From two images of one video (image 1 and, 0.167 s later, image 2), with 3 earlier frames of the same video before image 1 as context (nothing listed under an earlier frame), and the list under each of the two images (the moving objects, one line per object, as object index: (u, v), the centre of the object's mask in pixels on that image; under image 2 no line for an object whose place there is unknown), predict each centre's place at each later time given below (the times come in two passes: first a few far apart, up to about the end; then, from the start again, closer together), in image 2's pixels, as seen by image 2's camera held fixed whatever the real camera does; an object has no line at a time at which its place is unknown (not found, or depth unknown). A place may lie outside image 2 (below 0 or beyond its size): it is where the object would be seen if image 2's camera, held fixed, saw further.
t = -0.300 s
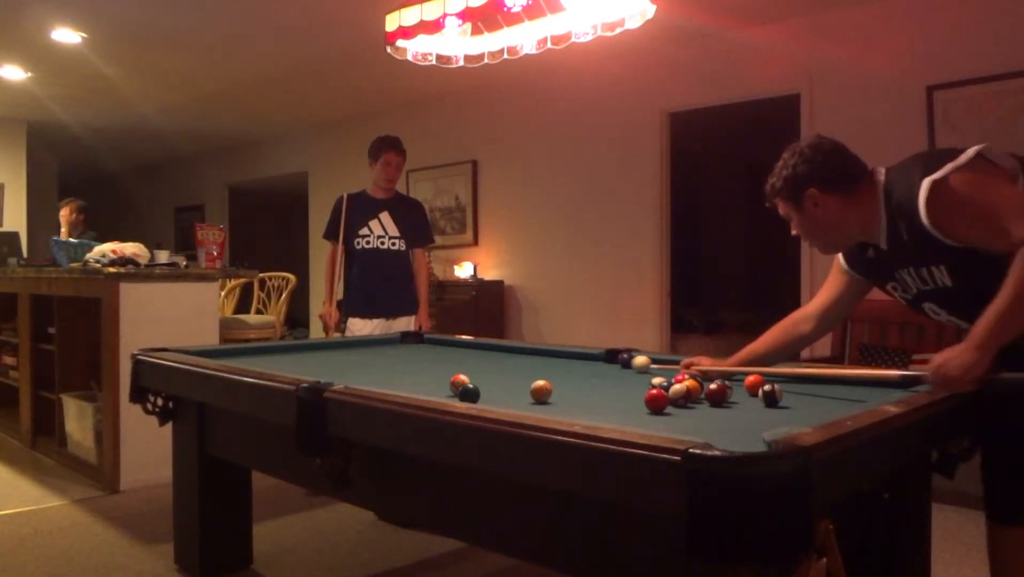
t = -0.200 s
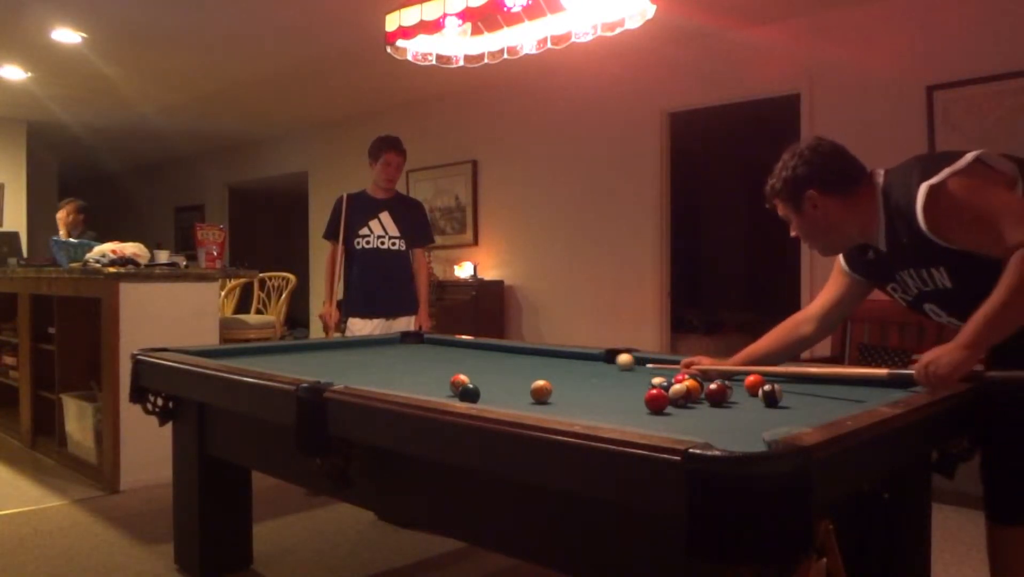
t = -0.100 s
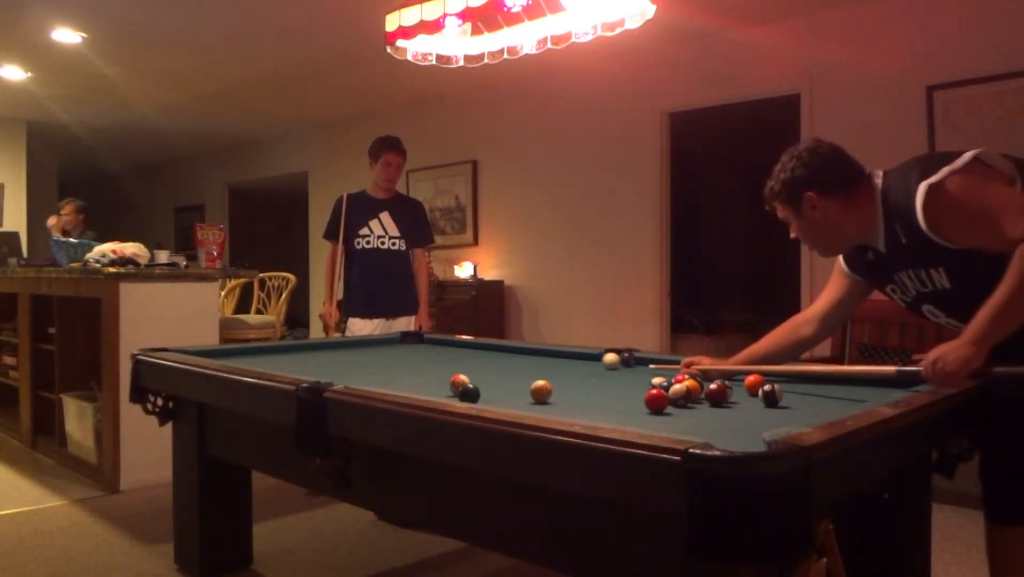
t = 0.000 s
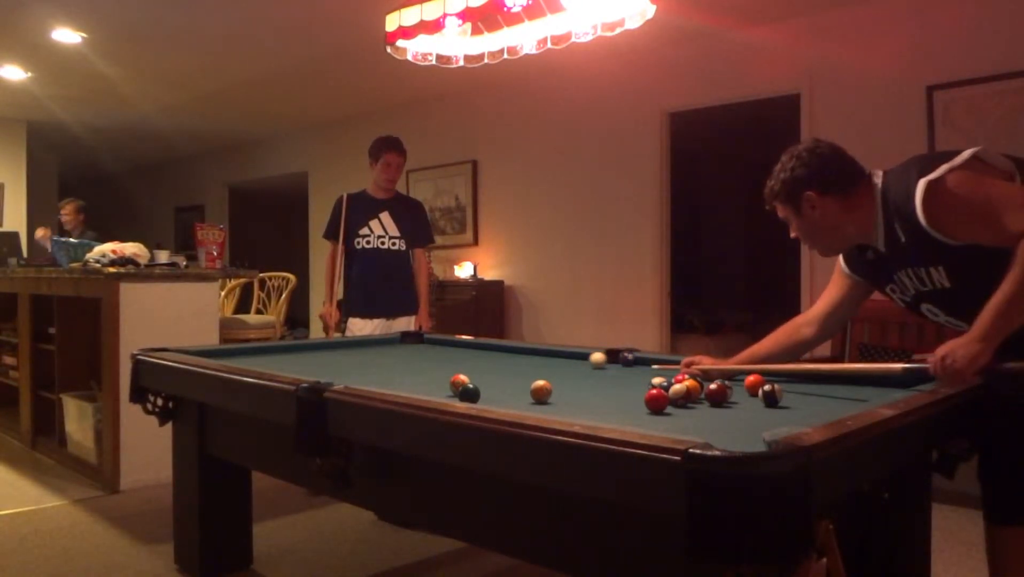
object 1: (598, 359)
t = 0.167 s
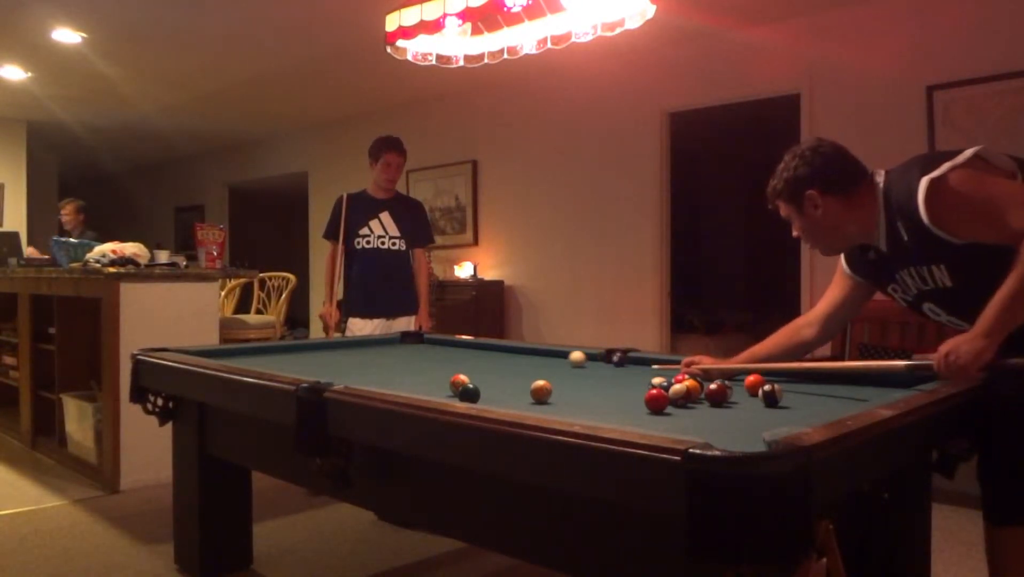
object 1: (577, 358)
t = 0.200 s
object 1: (573, 357)
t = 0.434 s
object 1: (547, 356)
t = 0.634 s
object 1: (526, 355)
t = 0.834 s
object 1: (507, 354)
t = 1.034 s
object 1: (490, 353)
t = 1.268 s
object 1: (472, 353)
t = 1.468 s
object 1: (459, 352)
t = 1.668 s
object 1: (448, 351)
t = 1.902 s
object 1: (437, 351)
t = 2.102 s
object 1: (429, 350)
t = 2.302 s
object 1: (423, 350)
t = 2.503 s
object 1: (418, 350)
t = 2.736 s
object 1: (414, 350)
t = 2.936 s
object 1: (413, 350)
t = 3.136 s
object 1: (413, 350)
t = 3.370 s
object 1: (414, 350)
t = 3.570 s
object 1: (414, 350)
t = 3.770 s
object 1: (414, 350)
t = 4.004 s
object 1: (414, 350)
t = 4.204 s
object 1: (415, 350)
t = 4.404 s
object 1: (415, 350)
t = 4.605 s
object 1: (415, 350)
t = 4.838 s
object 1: (415, 350)
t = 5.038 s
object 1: (415, 350)
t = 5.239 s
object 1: (415, 350)
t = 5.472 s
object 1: (415, 350)
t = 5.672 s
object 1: (415, 350)
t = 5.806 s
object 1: (415, 349)
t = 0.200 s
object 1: (573, 357)
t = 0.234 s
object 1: (569, 357)
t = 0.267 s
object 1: (565, 357)
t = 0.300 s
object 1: (561, 357)
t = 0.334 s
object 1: (558, 356)
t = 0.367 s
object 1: (554, 356)
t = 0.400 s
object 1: (550, 356)
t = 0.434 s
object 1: (547, 356)
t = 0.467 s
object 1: (543, 356)
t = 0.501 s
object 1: (540, 356)
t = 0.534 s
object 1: (536, 355)
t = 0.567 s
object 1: (533, 355)
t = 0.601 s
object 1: (529, 355)
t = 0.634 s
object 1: (526, 355)
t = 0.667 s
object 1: (523, 355)
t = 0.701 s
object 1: (520, 355)
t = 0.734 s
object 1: (517, 355)
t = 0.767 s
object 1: (513, 355)
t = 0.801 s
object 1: (510, 354)
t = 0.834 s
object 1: (507, 354)
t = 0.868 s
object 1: (504, 354)
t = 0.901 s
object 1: (501, 354)
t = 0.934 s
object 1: (498, 354)
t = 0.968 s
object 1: (496, 354)
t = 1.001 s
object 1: (493, 354)
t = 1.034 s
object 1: (490, 353)
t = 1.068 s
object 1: (487, 353)
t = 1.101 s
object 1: (485, 353)
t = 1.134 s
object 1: (482, 353)
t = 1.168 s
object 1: (480, 353)
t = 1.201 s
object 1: (477, 353)
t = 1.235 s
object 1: (475, 353)
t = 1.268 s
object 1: (472, 353)
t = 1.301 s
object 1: (470, 352)
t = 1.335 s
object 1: (468, 352)
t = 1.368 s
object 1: (466, 352)
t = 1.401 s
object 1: (463, 352)
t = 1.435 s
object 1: (461, 352)
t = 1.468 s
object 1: (459, 352)
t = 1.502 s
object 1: (457, 352)
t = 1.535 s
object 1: (455, 352)
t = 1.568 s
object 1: (453, 352)
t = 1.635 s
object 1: (450, 351)
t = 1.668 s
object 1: (448, 351)
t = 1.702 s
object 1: (446, 351)
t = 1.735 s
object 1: (444, 351)
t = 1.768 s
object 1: (443, 351)
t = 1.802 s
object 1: (441, 351)
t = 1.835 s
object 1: (440, 351)
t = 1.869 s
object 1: (438, 351)
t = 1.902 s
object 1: (437, 351)
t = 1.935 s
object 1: (435, 350)
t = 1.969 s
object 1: (434, 350)
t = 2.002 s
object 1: (432, 350)
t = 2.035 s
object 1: (431, 350)
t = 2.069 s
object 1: (430, 350)
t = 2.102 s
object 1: (429, 350)
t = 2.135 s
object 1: (428, 350)
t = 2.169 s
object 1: (427, 350)
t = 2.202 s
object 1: (425, 350)
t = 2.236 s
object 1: (425, 350)
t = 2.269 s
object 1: (423, 350)
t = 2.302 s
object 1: (423, 350)
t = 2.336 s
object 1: (422, 350)
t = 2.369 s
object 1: (421, 350)
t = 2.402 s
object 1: (420, 350)
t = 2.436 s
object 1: (419, 350)
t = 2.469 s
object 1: (419, 350)
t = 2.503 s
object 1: (418, 350)
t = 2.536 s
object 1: (417, 350)
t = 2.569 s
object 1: (416, 350)
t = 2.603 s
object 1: (416, 350)
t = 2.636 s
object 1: (415, 350)
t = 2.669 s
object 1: (415, 350)
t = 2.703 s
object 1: (414, 350)
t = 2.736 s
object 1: (414, 350)
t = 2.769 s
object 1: (413, 350)
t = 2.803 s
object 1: (413, 350)
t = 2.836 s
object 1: (413, 350)
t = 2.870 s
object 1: (413, 350)
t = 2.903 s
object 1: (413, 350)
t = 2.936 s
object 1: (413, 350)
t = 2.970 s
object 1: (413, 350)
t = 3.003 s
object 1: (413, 350)
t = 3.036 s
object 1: (413, 350)
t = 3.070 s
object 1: (413, 350)
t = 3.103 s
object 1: (413, 350)
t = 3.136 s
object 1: (413, 350)
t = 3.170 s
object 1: (414, 350)
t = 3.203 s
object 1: (414, 350)
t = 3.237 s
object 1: (414, 350)
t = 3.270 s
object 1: (414, 350)
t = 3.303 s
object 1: (414, 350)
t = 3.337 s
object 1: (414, 350)
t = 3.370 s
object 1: (414, 350)
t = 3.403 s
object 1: (414, 350)
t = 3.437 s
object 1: (414, 350)
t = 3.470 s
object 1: (414, 350)
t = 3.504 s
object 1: (414, 350)
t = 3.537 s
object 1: (414, 350)
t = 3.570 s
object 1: (414, 350)
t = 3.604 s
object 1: (414, 350)
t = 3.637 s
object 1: (414, 350)
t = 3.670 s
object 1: (414, 350)
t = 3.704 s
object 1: (414, 350)
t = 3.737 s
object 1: (414, 350)
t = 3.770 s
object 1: (414, 350)
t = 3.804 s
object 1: (414, 350)
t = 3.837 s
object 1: (414, 350)
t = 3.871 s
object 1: (414, 350)
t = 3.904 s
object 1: (414, 350)
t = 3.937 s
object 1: (414, 350)
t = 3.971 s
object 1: (414, 350)
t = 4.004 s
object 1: (414, 350)
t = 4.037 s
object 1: (414, 350)
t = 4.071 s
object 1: (414, 350)
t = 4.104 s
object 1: (414, 350)
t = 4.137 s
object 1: (414, 350)
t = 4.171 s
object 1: (414, 350)
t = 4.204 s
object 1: (415, 350)
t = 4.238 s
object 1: (415, 350)
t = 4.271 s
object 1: (415, 350)
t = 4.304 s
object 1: (415, 350)
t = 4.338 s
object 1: (415, 350)
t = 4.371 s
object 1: (415, 350)
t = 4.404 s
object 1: (415, 350)
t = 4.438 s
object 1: (415, 350)
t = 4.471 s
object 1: (415, 350)
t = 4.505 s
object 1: (415, 350)
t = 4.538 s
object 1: (415, 350)
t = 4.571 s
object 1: (415, 350)
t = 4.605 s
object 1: (415, 350)
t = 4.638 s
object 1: (415, 350)
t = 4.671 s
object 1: (415, 350)
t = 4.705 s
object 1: (415, 350)
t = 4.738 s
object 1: (415, 350)
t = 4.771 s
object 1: (415, 350)
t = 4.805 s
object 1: (415, 350)
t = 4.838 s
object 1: (415, 350)
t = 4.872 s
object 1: (415, 350)
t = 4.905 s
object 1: (415, 350)
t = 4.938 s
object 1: (415, 350)
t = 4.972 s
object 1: (415, 350)
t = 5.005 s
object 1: (415, 350)
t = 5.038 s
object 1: (415, 350)
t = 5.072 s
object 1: (415, 350)
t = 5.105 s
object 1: (415, 350)
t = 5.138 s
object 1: (415, 350)
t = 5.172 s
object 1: (415, 350)
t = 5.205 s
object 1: (415, 350)
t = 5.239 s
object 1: (415, 350)
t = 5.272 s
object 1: (415, 350)
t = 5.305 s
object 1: (415, 350)
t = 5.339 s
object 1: (415, 350)
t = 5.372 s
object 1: (415, 350)
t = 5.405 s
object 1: (415, 350)
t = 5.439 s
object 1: (415, 350)
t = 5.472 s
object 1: (415, 350)
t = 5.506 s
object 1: (415, 350)
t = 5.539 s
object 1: (415, 350)
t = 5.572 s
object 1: (415, 350)
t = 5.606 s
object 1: (415, 350)
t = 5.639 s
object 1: (415, 350)
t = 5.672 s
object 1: (415, 350)
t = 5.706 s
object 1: (415, 350)
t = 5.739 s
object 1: (415, 350)
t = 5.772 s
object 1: (415, 350)
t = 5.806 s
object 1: (415, 349)
